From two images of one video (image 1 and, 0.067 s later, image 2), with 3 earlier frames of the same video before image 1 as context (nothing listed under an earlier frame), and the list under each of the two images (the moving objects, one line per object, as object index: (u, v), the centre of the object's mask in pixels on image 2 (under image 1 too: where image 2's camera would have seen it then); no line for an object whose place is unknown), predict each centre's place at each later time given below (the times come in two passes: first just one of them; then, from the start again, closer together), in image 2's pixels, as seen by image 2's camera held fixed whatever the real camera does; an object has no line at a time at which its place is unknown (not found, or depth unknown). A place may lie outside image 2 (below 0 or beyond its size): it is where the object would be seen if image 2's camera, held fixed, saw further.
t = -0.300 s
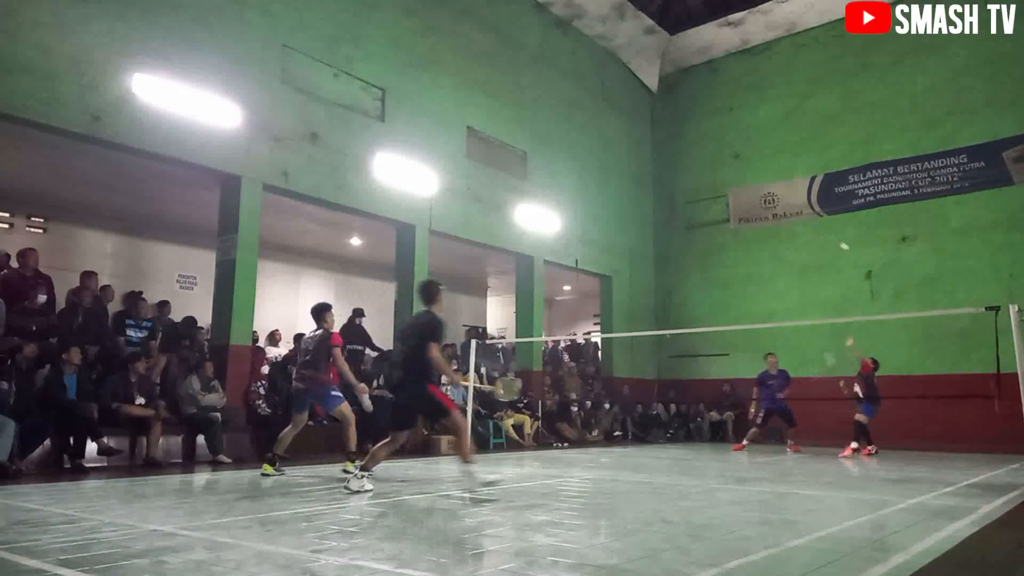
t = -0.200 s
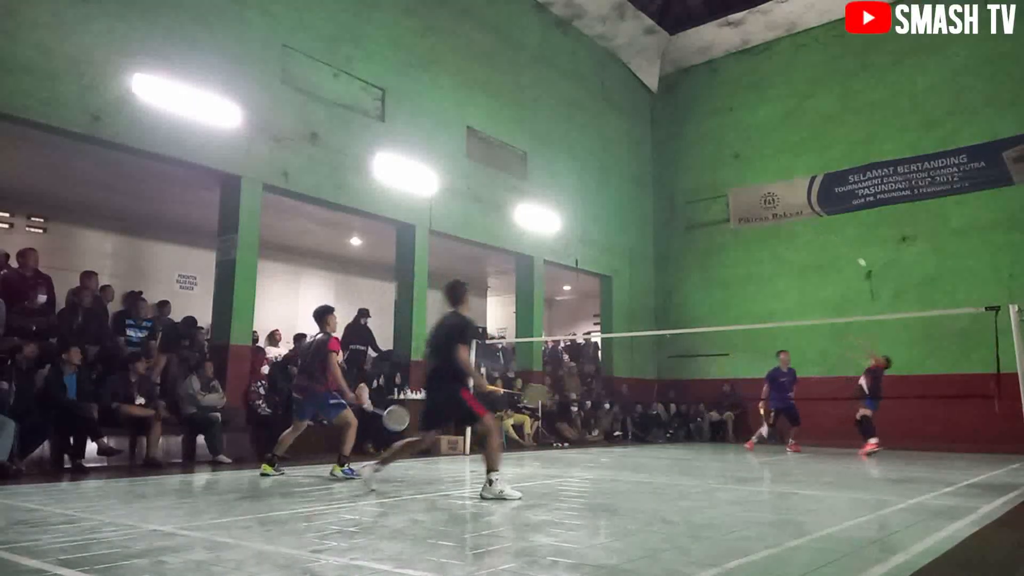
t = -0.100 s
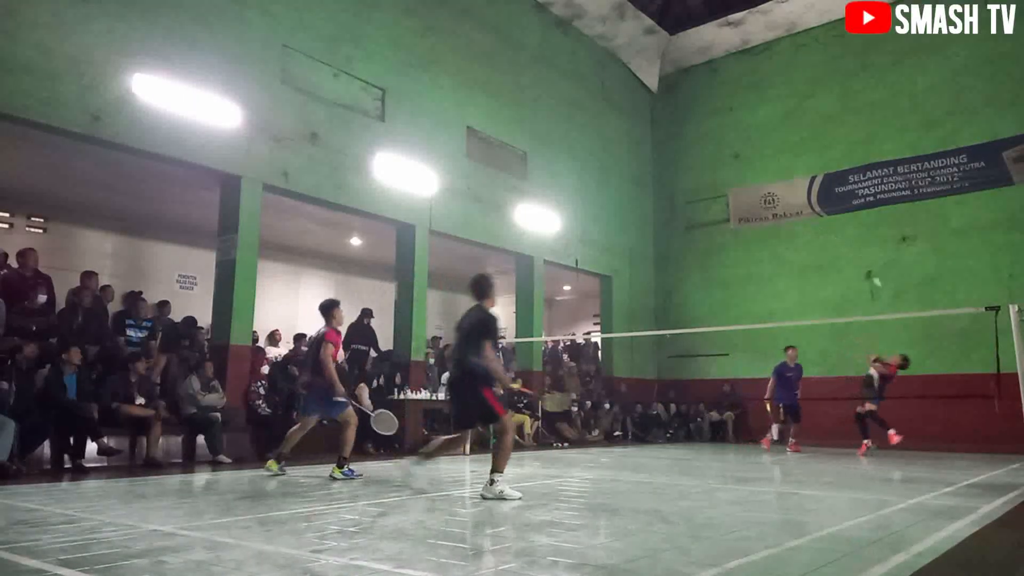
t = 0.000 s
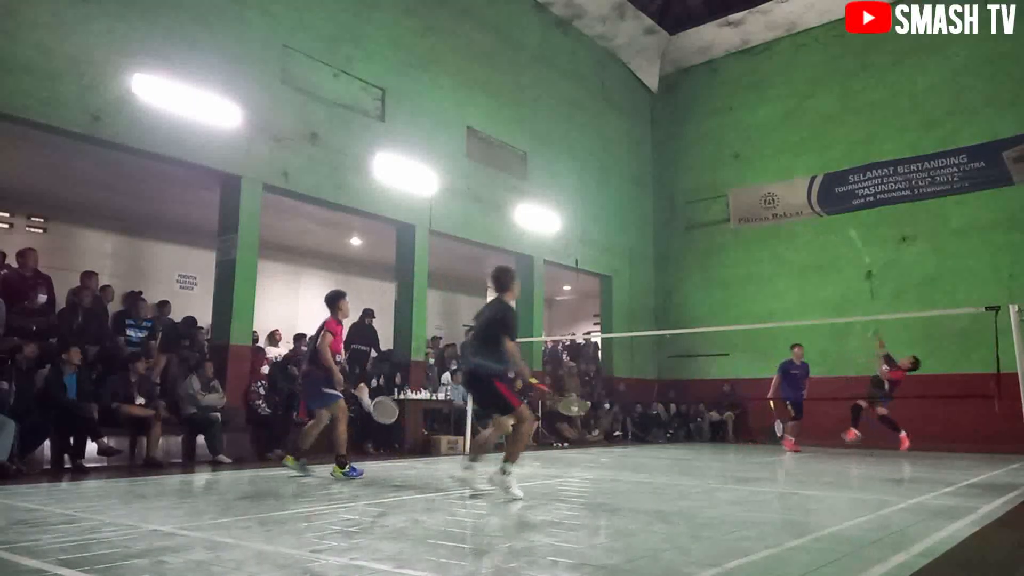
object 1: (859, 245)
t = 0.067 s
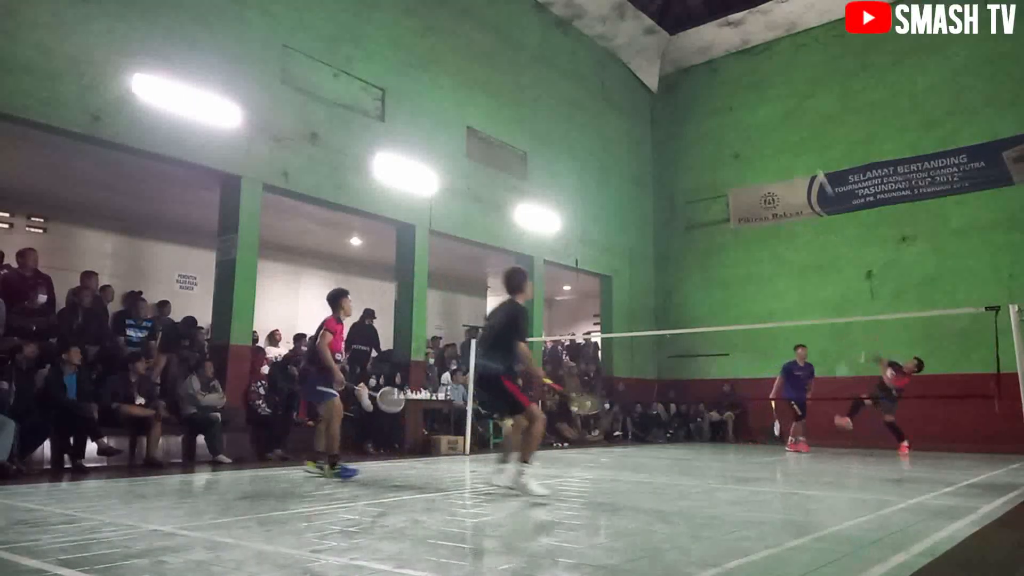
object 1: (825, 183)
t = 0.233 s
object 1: (763, 78)
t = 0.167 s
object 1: (786, 114)
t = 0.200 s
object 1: (774, 95)
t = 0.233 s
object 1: (763, 78)
